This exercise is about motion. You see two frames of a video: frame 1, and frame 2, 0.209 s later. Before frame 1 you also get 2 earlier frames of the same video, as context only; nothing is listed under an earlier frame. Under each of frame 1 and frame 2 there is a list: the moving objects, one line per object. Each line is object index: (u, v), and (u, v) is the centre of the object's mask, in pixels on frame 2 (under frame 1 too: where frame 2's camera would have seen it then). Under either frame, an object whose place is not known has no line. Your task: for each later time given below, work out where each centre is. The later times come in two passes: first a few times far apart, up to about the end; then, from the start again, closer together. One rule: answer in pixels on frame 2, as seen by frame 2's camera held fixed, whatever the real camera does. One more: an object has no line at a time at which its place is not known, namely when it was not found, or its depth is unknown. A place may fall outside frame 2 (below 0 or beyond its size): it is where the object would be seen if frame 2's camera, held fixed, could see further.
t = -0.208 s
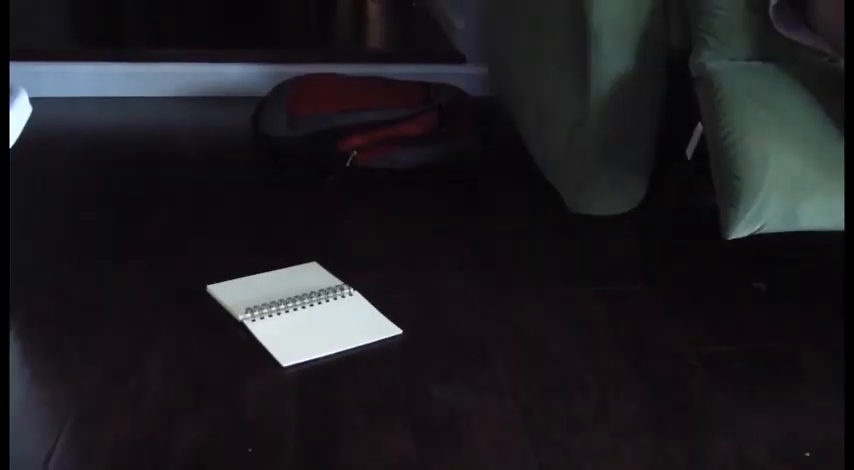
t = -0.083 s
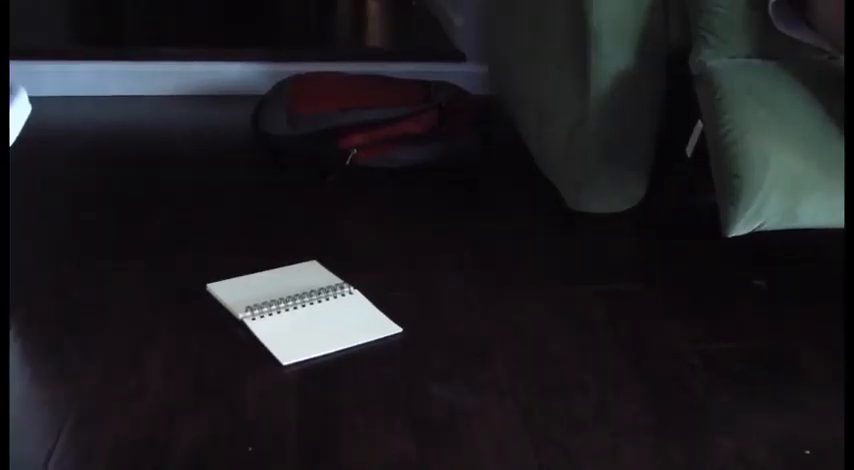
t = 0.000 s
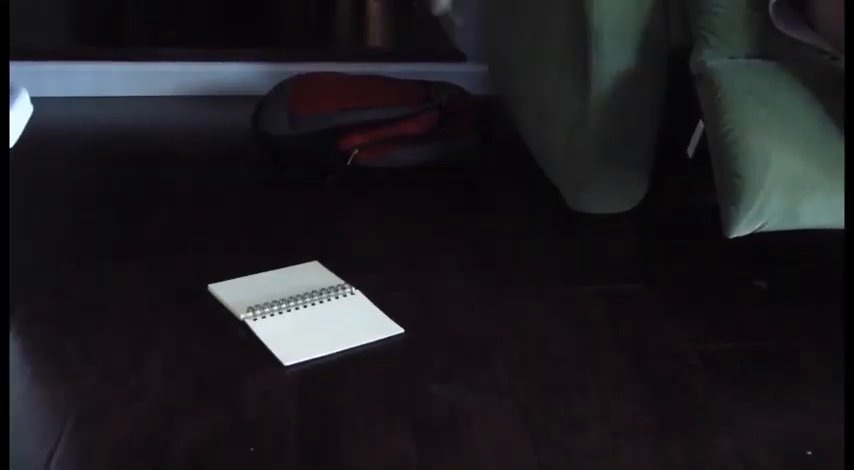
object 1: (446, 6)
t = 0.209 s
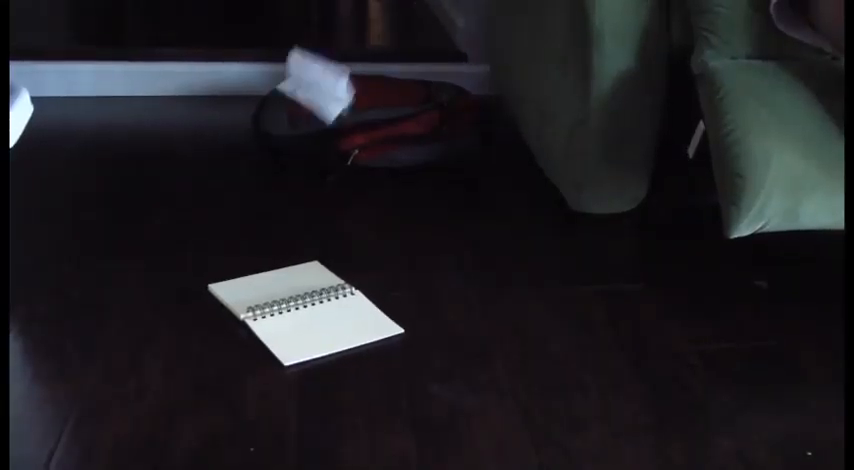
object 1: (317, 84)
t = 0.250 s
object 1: (306, 105)
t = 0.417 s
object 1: (277, 259)
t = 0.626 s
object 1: (265, 266)
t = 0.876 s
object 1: (266, 268)
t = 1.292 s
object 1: (267, 264)
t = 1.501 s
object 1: (266, 263)
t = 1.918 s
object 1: (267, 263)
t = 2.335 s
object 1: (267, 263)
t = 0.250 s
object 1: (306, 105)
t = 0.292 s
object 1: (294, 162)
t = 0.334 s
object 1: (288, 197)
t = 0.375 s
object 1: (282, 233)
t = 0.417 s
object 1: (277, 259)
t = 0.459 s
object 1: (265, 266)
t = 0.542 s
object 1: (266, 266)
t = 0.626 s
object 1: (265, 266)
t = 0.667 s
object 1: (266, 266)
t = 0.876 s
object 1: (266, 268)
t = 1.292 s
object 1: (267, 264)
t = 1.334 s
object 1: (267, 263)
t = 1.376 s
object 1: (267, 263)
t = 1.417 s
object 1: (267, 263)
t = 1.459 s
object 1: (267, 263)
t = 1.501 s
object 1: (266, 263)
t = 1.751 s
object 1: (265, 265)
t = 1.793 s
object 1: (267, 263)
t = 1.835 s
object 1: (267, 263)
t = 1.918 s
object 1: (267, 263)
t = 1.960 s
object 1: (268, 263)
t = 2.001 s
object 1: (267, 263)
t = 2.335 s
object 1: (267, 263)
